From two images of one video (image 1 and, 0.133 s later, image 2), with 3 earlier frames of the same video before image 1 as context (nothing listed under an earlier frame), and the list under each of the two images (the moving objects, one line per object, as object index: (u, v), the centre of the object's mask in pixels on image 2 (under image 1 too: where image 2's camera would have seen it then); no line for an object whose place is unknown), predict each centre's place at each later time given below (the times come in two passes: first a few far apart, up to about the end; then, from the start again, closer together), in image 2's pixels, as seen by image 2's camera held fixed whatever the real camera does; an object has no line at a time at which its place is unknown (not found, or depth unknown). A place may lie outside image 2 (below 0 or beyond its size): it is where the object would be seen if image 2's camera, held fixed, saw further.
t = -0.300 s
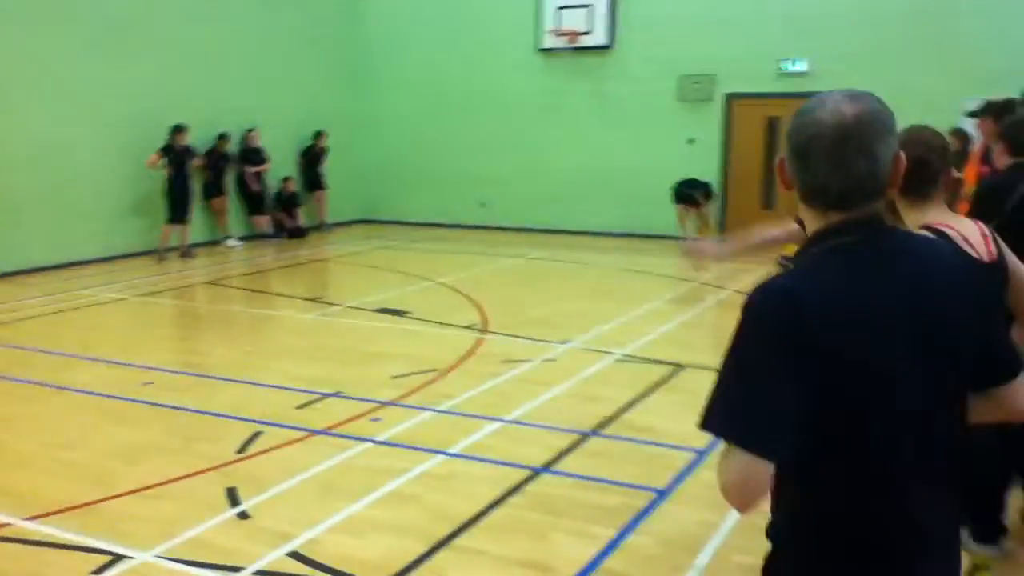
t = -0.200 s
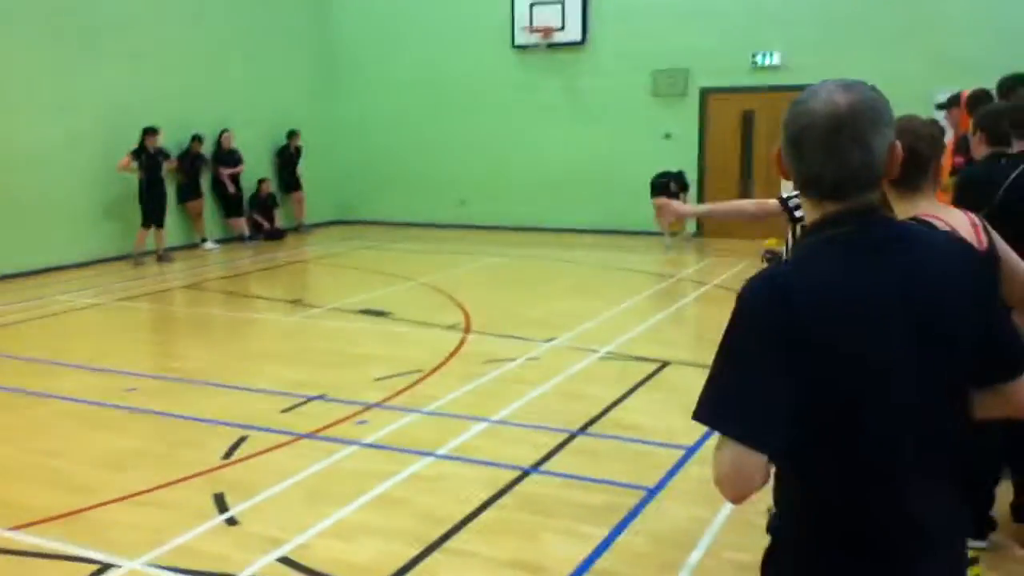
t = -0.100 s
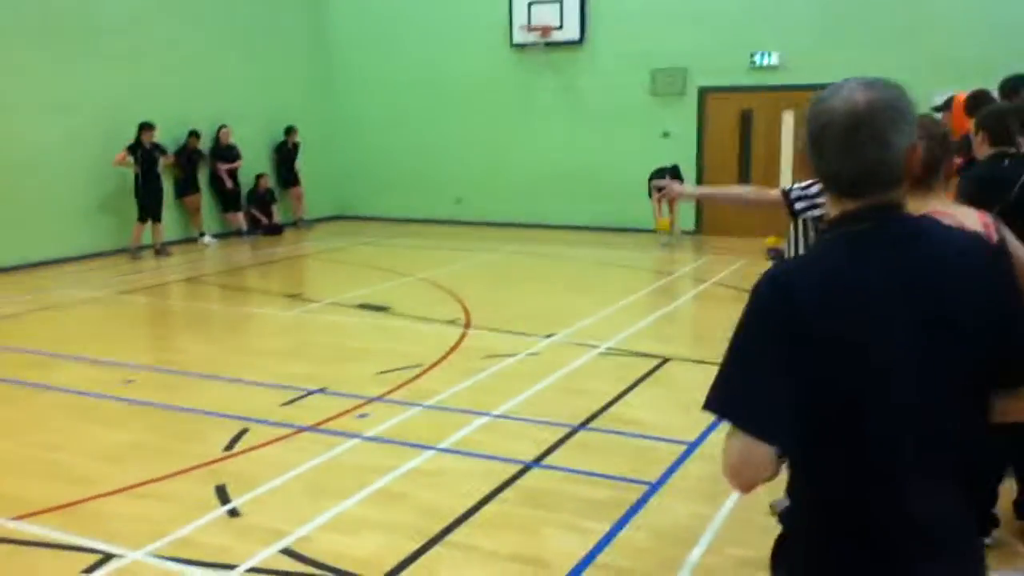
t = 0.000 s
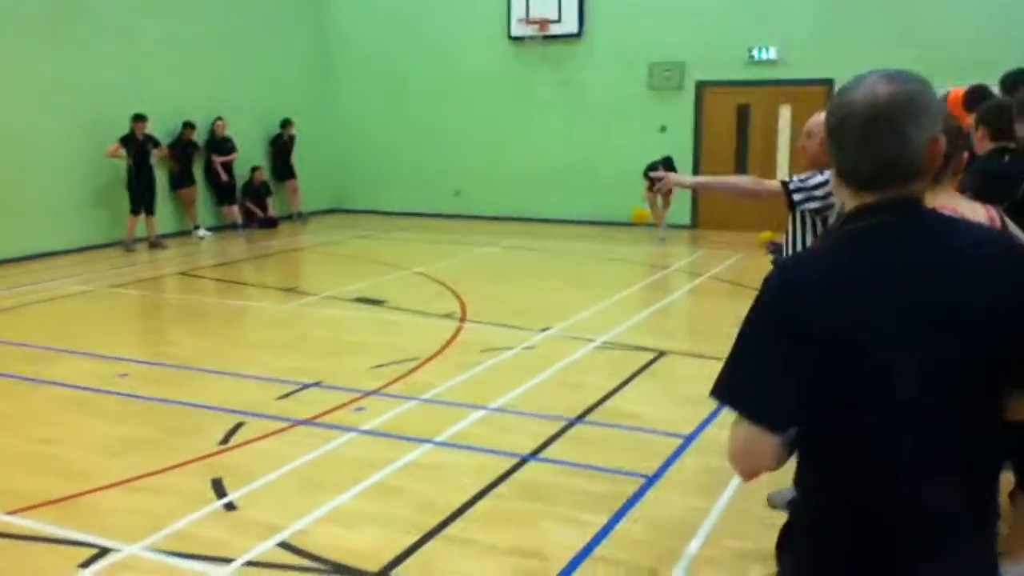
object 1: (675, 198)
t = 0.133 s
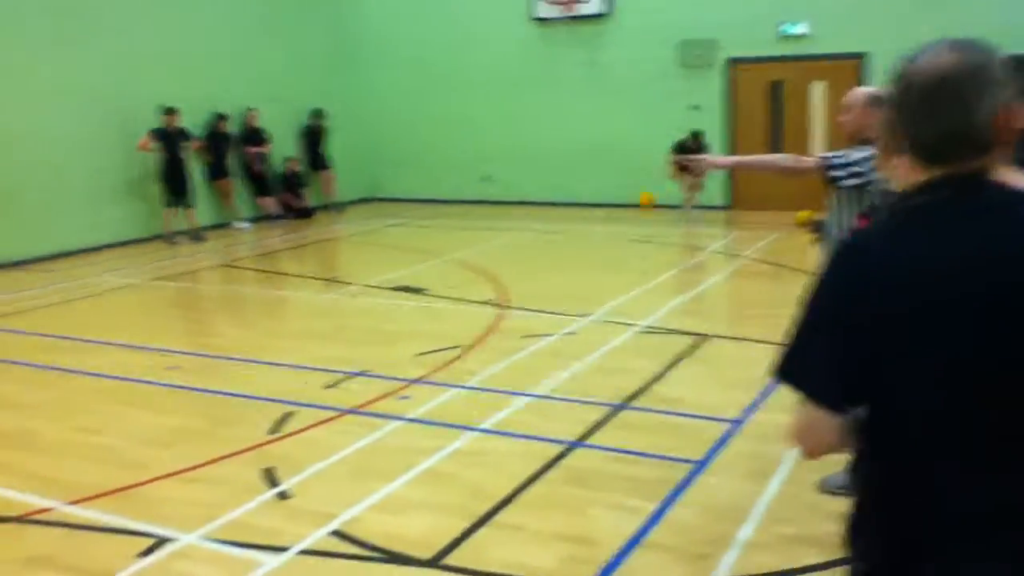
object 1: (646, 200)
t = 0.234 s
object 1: (624, 212)
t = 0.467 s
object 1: (564, 250)
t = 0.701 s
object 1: (502, 257)
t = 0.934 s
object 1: (435, 285)
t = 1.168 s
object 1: (362, 306)
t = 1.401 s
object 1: (280, 323)
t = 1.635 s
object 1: (184, 356)
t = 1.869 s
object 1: (71, 387)
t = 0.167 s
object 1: (639, 203)
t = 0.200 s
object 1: (631, 207)
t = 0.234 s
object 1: (624, 212)
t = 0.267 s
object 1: (615, 219)
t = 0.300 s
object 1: (607, 228)
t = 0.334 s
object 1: (597, 238)
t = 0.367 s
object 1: (589, 247)
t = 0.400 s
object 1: (581, 257)
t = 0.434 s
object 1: (573, 253)
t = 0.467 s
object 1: (564, 250)
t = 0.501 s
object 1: (555, 249)
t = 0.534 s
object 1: (547, 246)
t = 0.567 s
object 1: (538, 247)
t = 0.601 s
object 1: (530, 247)
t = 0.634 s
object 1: (520, 248)
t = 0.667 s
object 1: (512, 253)
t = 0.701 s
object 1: (502, 257)
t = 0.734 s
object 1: (492, 264)
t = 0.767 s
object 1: (483, 272)
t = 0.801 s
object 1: (474, 282)
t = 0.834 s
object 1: (465, 291)
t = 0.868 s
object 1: (455, 294)
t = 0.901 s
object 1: (446, 287)
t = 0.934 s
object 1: (435, 285)
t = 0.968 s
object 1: (425, 284)
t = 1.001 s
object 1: (416, 284)
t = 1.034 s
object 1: (405, 286)
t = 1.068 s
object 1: (396, 289)
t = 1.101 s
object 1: (384, 294)
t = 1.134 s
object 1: (373, 300)
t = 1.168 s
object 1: (362, 306)
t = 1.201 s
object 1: (350, 316)
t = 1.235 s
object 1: (342, 327)
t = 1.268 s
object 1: (331, 323)
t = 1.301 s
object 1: (317, 319)
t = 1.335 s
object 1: (305, 319)
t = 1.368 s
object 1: (292, 319)
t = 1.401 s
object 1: (280, 323)
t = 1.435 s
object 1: (267, 328)
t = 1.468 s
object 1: (254, 333)
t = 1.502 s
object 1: (241, 341)
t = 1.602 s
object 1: (198, 357)
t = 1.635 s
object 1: (184, 356)
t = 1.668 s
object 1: (169, 357)
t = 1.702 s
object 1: (153, 360)
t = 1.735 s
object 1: (137, 364)
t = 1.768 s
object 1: (122, 371)
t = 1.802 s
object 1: (106, 382)
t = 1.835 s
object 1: (89, 389)
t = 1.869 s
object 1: (71, 387)
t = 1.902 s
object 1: (54, 386)
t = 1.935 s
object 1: (37, 386)
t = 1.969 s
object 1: (18, 389)
